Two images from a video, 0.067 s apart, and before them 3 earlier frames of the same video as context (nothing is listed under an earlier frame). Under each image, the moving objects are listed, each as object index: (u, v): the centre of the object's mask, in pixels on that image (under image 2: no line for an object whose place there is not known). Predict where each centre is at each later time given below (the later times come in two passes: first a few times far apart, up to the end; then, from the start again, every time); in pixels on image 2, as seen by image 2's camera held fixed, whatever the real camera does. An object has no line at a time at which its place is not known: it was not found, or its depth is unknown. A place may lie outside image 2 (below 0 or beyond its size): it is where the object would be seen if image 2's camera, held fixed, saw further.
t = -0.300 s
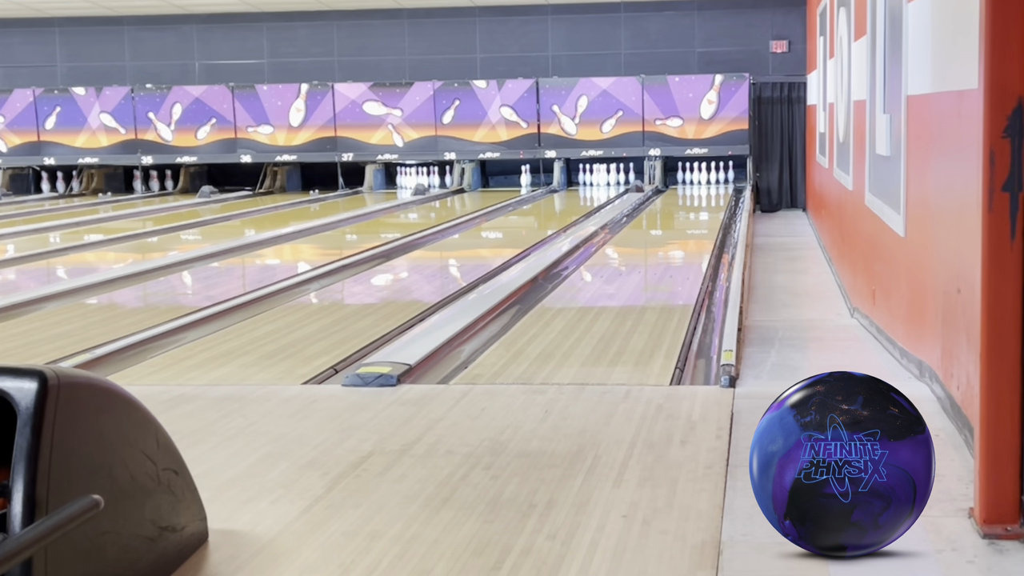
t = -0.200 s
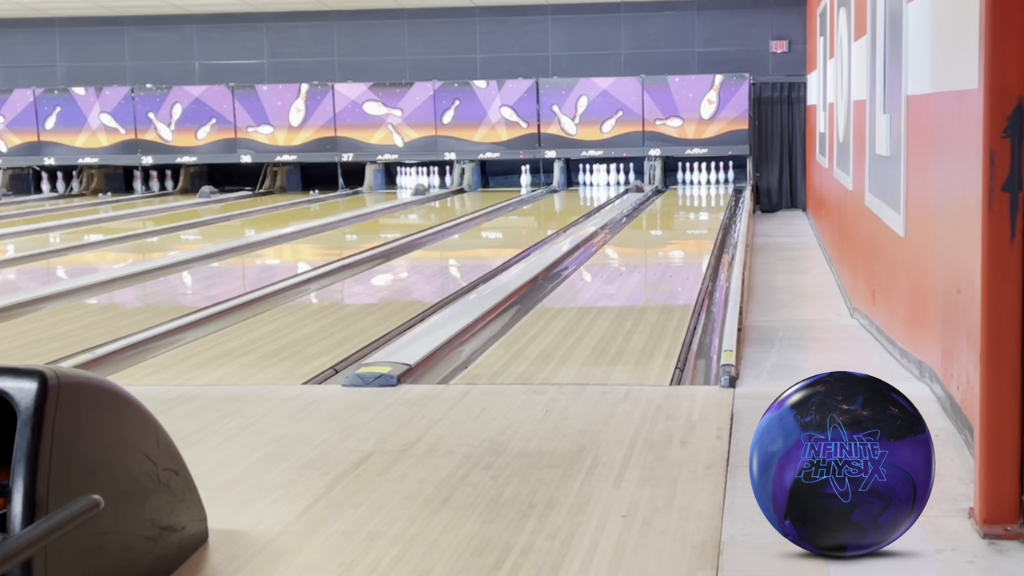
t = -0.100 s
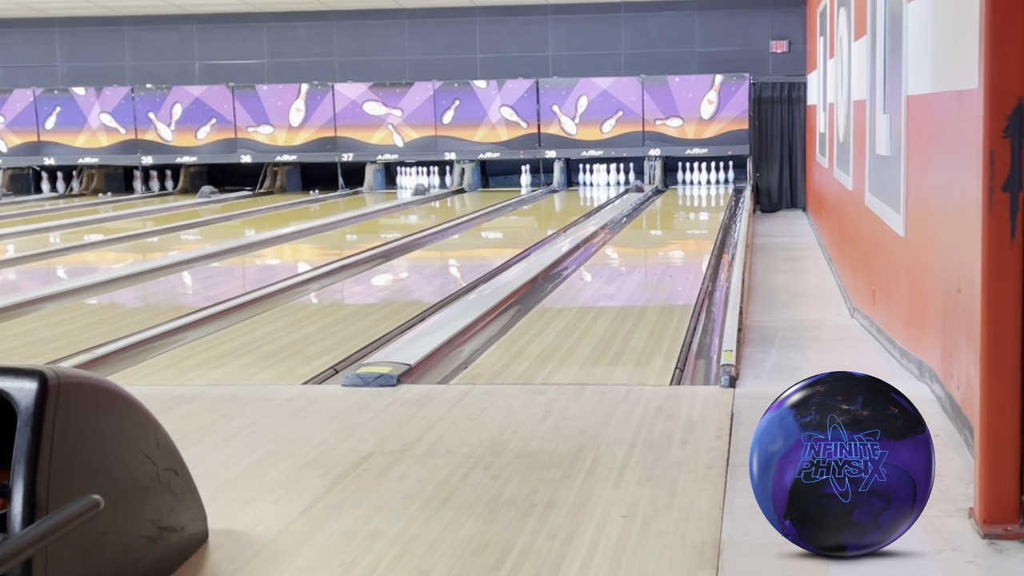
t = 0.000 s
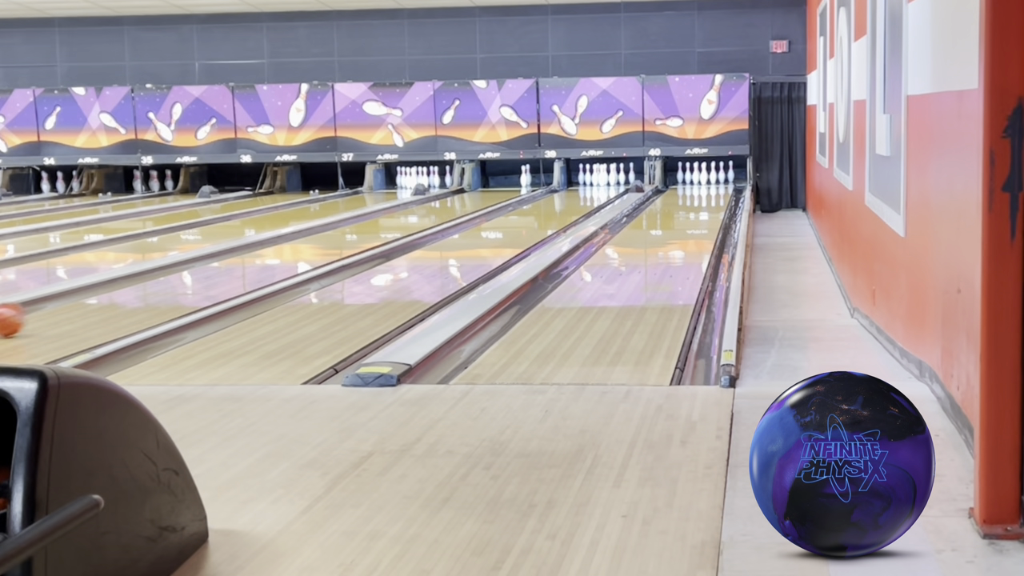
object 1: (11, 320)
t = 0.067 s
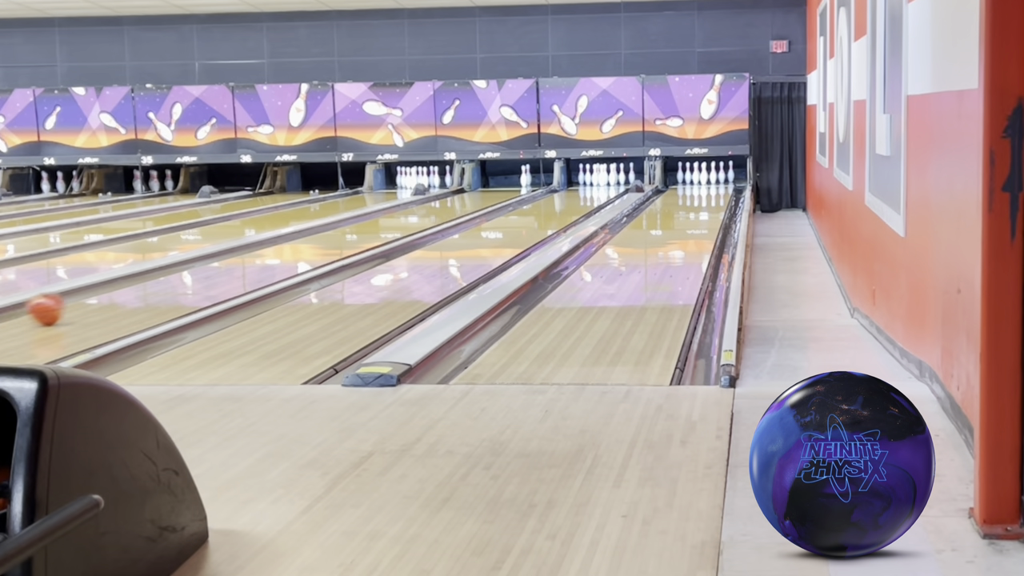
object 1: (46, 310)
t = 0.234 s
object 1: (129, 286)
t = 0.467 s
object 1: (218, 260)
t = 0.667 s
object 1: (275, 244)
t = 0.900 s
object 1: (328, 229)
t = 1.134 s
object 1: (371, 219)
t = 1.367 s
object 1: (405, 209)
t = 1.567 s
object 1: (430, 201)
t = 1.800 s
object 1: (455, 195)
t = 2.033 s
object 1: (476, 189)
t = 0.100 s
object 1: (64, 304)
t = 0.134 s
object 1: (81, 299)
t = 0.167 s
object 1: (98, 294)
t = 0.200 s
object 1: (114, 290)
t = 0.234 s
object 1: (129, 286)
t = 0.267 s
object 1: (144, 281)
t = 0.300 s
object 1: (157, 278)
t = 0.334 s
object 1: (170, 274)
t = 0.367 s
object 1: (183, 270)
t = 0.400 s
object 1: (196, 267)
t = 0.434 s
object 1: (207, 263)
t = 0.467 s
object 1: (218, 260)
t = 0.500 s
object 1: (229, 257)
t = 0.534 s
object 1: (238, 254)
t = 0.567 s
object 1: (248, 252)
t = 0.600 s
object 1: (258, 249)
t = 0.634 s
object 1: (267, 247)
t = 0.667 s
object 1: (275, 244)
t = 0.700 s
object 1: (284, 242)
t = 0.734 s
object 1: (292, 240)
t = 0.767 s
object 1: (300, 238)
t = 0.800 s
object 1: (307, 236)
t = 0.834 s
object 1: (315, 233)
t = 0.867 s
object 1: (321, 231)
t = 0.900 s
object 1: (328, 229)
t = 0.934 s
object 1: (335, 228)
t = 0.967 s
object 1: (342, 226)
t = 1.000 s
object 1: (348, 224)
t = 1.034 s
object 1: (354, 223)
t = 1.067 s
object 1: (359, 222)
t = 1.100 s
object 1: (365, 220)
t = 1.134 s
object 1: (371, 219)
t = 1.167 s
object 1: (376, 217)
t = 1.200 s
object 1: (381, 215)
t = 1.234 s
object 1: (387, 214)
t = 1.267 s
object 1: (392, 213)
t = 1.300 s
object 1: (396, 211)
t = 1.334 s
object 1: (401, 210)
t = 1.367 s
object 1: (405, 209)
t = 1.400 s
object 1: (410, 207)
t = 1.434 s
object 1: (414, 206)
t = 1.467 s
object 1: (418, 205)
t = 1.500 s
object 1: (423, 204)
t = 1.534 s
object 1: (427, 203)
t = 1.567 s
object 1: (430, 201)
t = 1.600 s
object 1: (434, 200)
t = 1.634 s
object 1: (438, 199)
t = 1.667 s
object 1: (441, 199)
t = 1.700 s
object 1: (444, 198)
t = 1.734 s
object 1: (448, 197)
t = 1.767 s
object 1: (452, 196)
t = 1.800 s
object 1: (455, 195)
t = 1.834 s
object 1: (458, 194)
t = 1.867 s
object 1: (462, 193)
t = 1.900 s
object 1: (464, 193)
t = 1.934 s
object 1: (467, 192)
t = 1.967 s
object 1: (470, 191)
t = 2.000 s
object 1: (473, 190)
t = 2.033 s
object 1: (476, 189)
